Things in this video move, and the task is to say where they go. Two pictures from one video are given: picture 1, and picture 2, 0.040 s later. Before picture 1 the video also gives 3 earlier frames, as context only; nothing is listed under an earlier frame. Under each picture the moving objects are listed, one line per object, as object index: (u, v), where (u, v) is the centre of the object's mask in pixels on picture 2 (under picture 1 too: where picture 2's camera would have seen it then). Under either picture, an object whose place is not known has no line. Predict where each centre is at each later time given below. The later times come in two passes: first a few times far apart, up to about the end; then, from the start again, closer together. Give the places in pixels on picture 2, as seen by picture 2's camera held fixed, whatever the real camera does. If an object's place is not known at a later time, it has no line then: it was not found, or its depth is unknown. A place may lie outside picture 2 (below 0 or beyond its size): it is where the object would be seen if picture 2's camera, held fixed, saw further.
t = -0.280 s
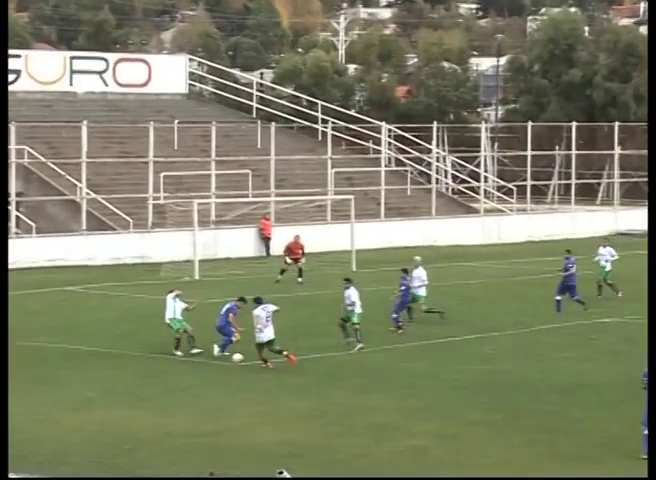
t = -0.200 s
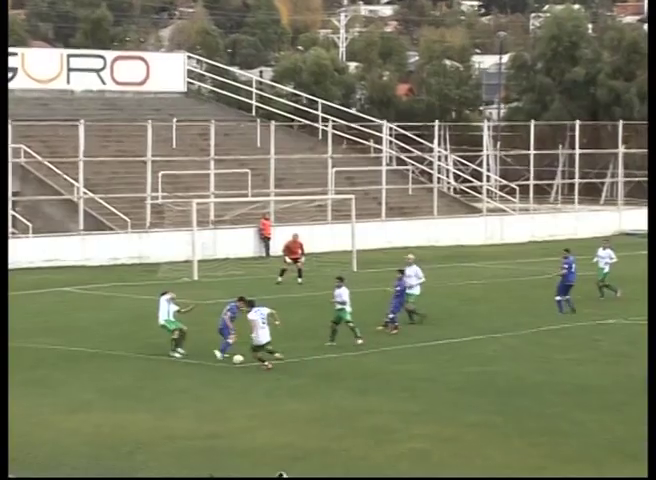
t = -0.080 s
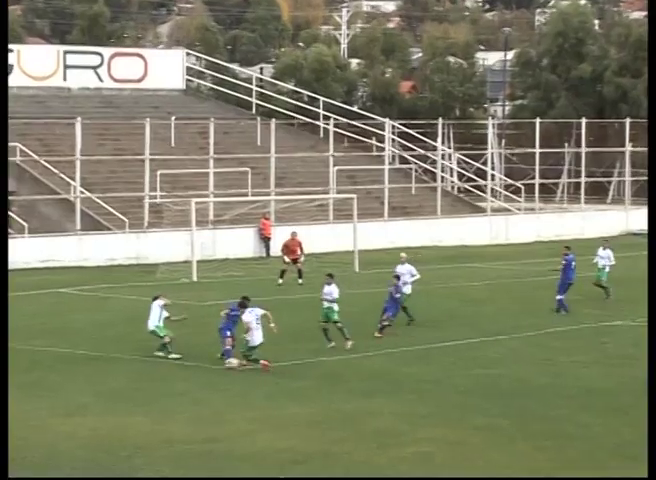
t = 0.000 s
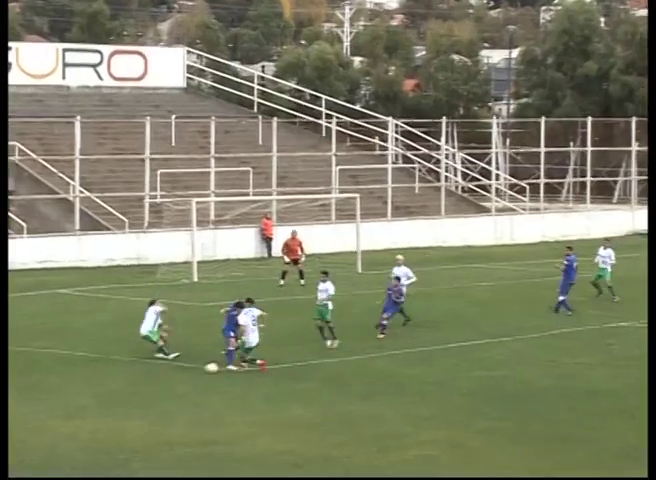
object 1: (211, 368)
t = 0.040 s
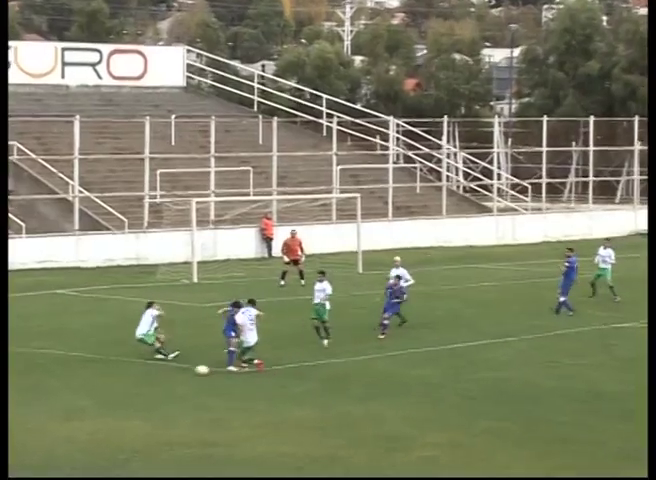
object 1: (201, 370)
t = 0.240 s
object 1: (158, 373)
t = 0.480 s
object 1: (110, 379)
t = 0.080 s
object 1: (192, 371)
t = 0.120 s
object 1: (183, 371)
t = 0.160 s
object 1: (174, 372)
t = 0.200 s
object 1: (167, 373)
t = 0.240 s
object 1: (158, 373)
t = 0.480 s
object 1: (110, 379)
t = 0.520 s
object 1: (102, 378)
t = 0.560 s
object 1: (93, 378)
